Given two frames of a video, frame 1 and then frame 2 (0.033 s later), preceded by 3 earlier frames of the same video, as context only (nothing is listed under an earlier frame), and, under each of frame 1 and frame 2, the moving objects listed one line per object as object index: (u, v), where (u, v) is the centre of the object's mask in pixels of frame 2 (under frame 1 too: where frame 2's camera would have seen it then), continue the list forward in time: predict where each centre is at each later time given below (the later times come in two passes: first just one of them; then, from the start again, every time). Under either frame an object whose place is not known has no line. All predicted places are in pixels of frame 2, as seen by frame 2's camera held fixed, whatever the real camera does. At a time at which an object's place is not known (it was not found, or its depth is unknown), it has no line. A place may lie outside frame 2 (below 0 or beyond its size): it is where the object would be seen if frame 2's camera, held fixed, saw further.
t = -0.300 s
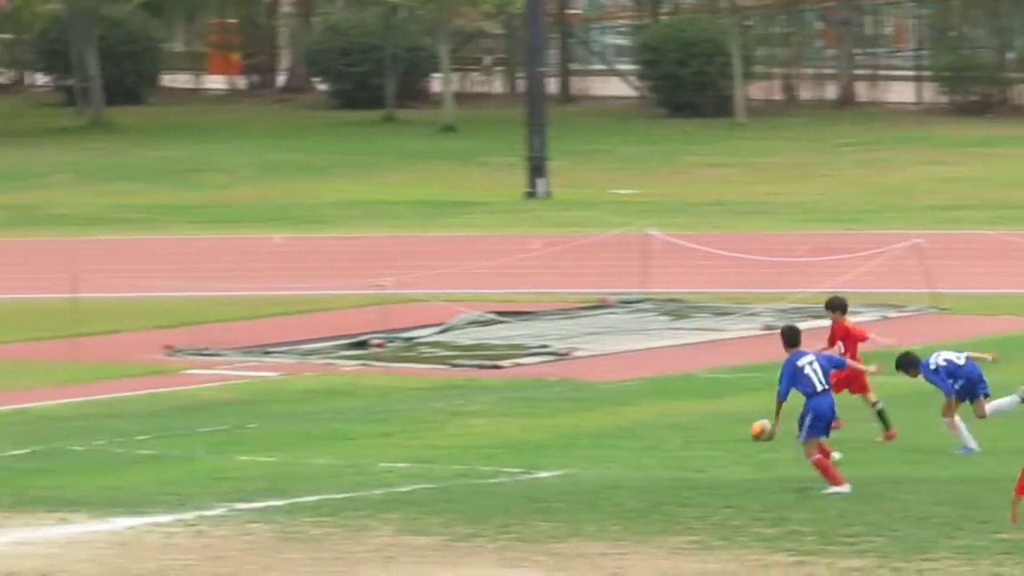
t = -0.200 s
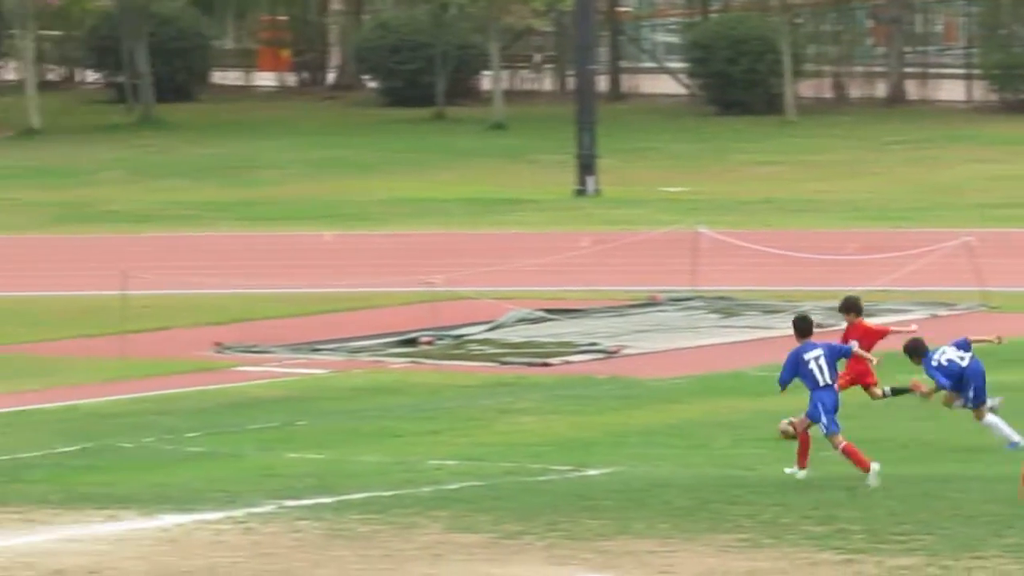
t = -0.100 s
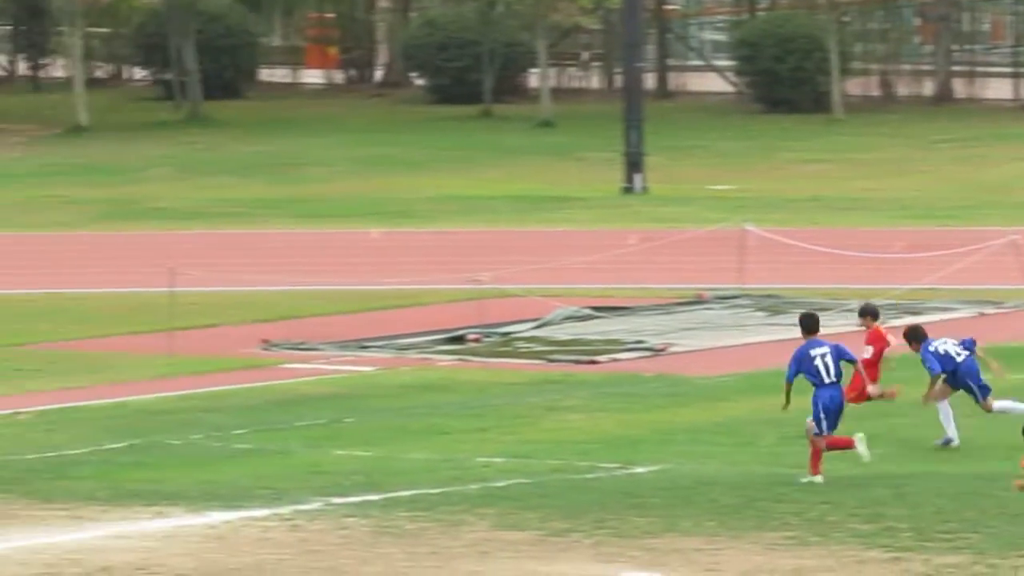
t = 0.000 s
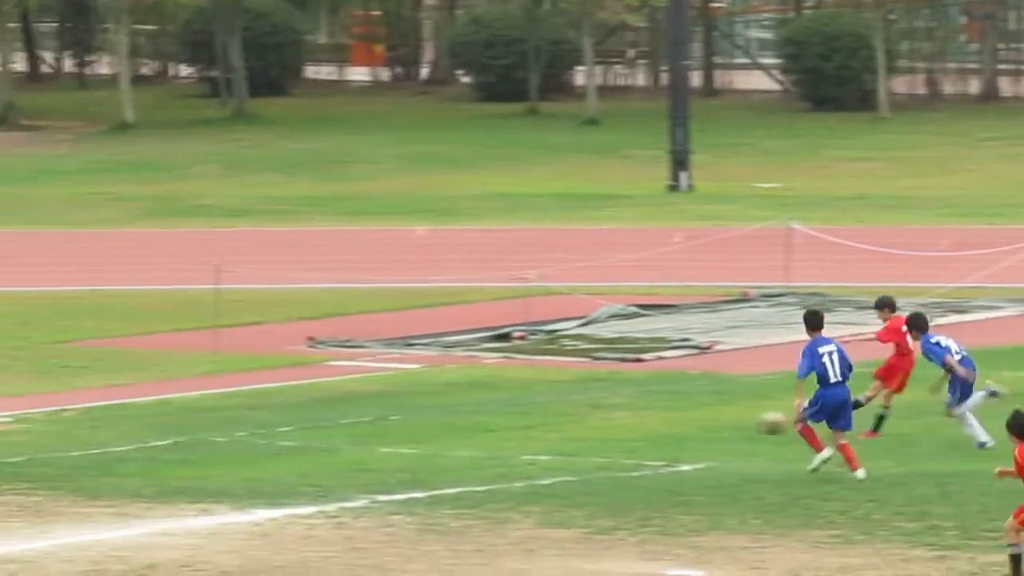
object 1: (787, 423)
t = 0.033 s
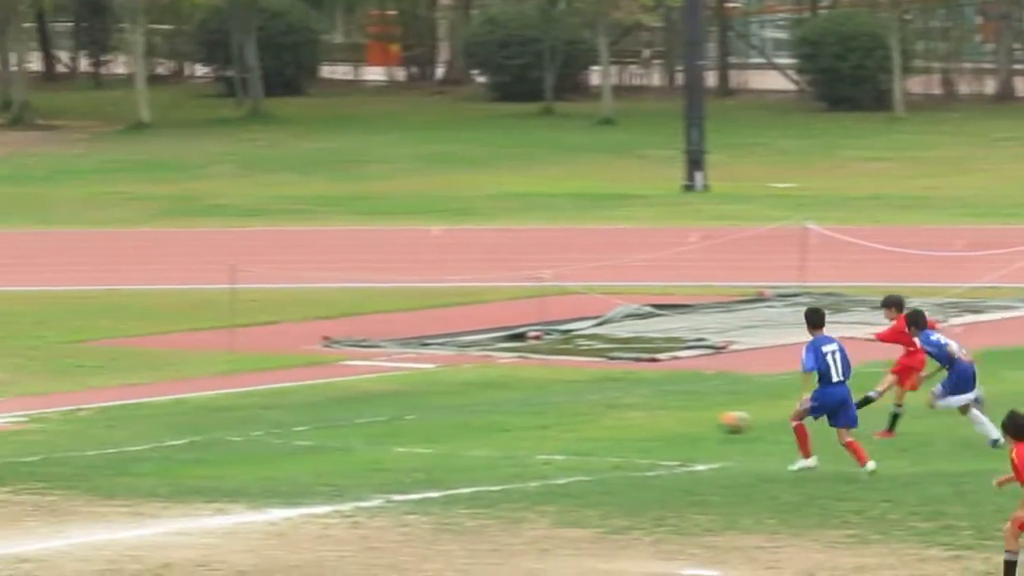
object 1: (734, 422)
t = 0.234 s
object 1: (425, 439)
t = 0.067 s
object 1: (682, 423)
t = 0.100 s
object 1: (632, 423)
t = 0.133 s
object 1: (579, 426)
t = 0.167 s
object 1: (527, 429)
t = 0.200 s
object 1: (476, 433)
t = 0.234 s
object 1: (425, 439)
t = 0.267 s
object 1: (373, 445)
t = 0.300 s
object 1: (323, 449)
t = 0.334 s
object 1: (279, 450)
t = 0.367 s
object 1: (237, 450)
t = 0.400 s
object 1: (193, 451)
